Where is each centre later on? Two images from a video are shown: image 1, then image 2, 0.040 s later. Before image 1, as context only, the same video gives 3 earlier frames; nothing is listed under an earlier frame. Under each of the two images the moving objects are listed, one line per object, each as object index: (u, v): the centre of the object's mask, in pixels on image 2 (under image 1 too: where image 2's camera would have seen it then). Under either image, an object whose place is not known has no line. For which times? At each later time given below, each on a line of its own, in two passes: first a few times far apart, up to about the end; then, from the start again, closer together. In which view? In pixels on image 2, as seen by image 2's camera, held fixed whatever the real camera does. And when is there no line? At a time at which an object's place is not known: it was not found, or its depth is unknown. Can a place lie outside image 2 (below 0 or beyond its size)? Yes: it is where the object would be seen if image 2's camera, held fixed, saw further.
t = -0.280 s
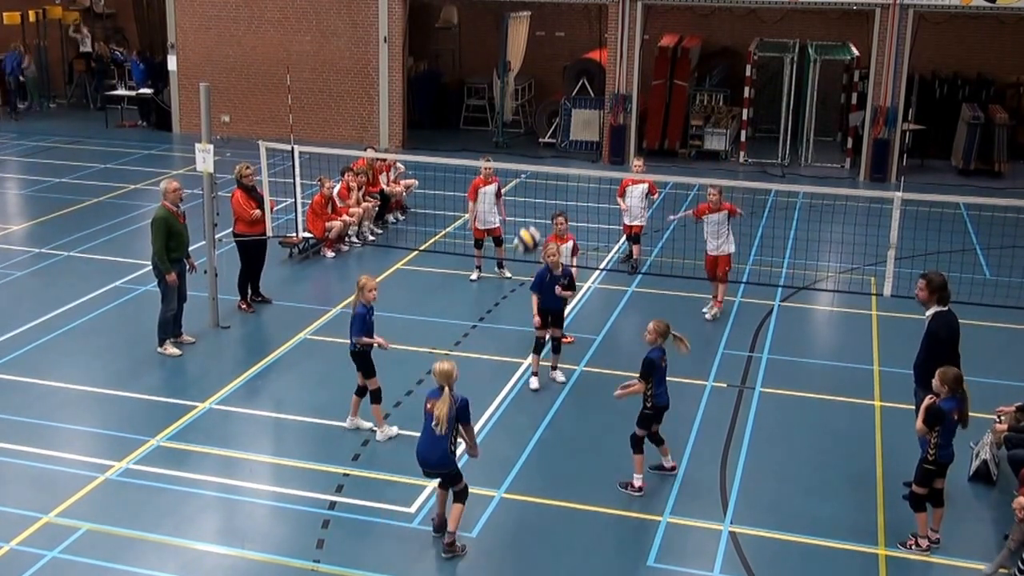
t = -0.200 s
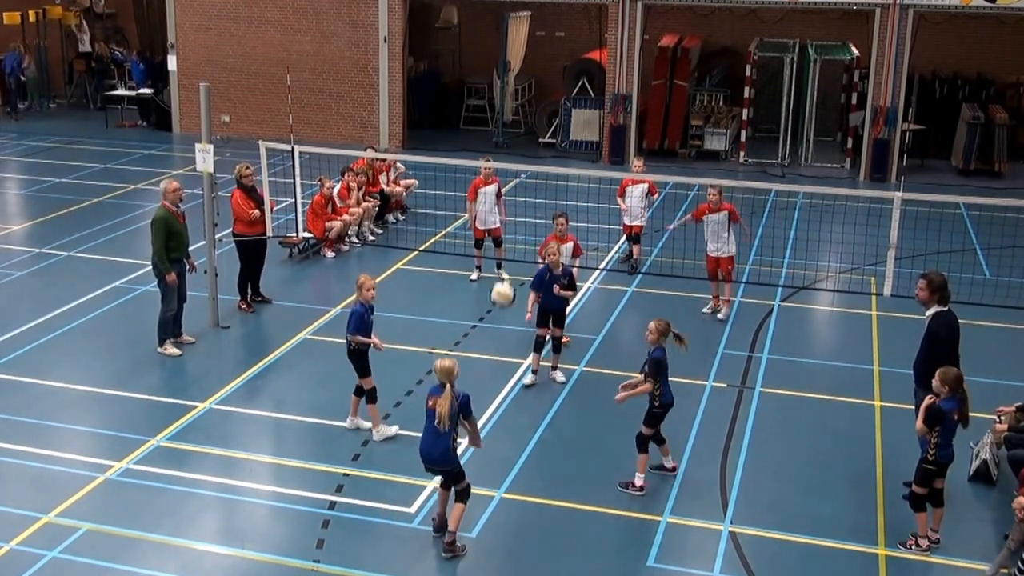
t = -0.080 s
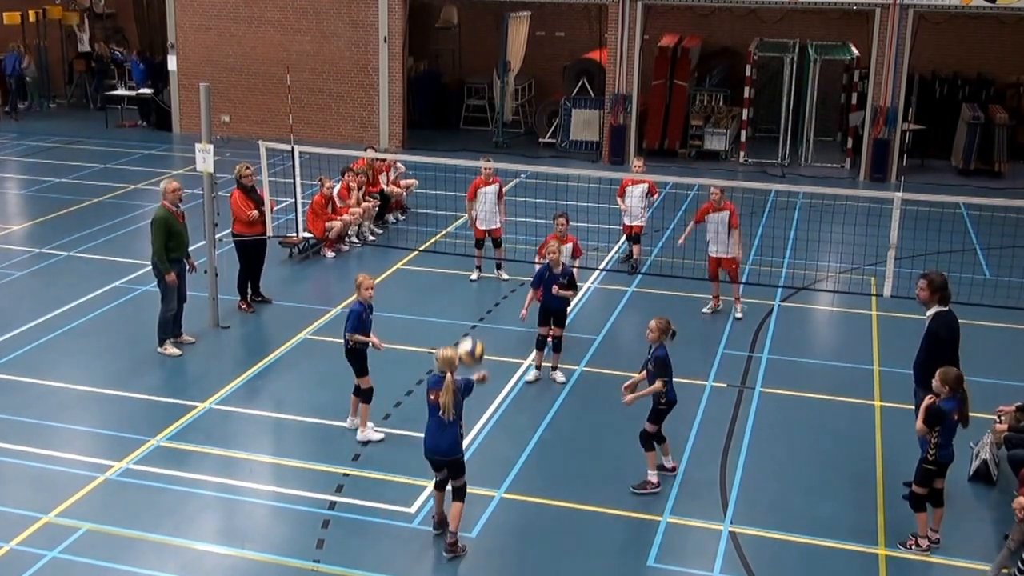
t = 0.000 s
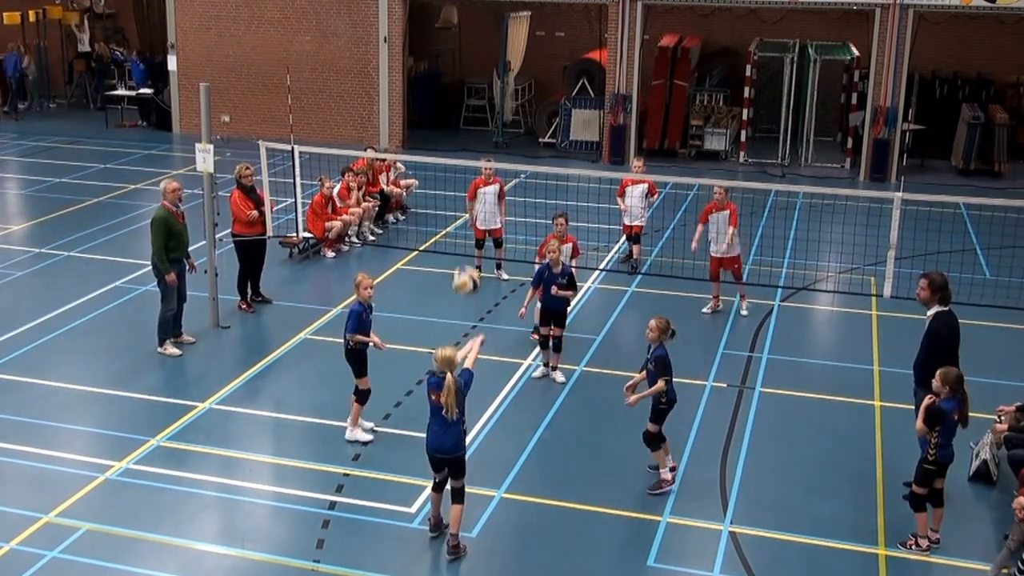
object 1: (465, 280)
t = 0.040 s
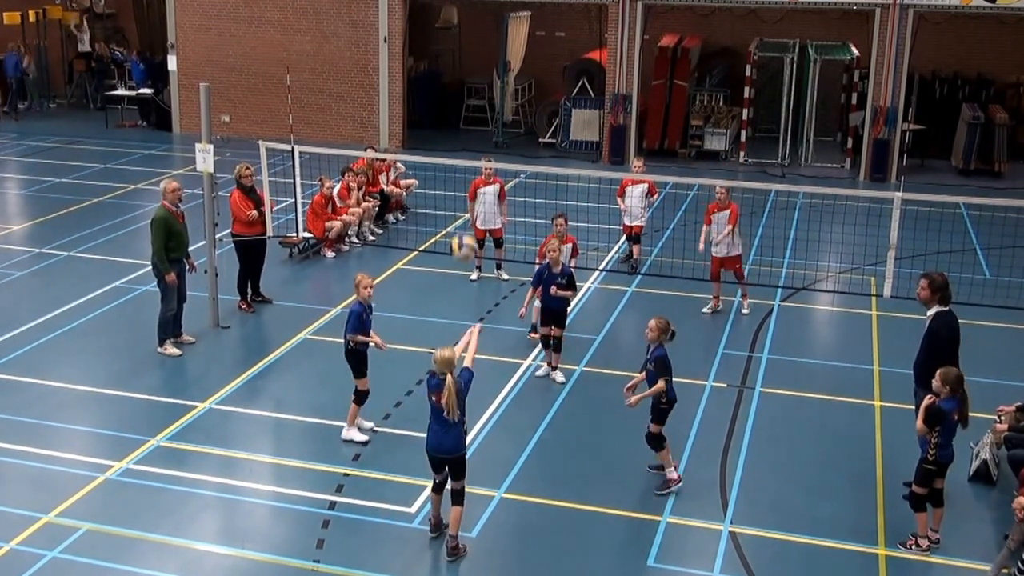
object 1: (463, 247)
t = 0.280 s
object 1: (454, 95)
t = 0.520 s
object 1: (441, 22)
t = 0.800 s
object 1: (426, 34)
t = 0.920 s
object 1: (421, 71)
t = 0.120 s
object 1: (460, 187)
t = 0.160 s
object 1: (459, 161)
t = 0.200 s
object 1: (458, 137)
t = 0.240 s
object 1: (456, 115)
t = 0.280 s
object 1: (454, 95)
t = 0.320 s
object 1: (452, 77)
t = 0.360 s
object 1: (450, 61)
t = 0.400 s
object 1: (447, 47)
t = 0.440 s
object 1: (445, 36)
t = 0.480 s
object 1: (443, 28)
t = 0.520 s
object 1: (441, 22)
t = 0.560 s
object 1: (440, 18)
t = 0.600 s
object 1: (438, 15)
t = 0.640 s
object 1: (436, 15)
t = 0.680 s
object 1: (433, 17)
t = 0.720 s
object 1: (431, 21)
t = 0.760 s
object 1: (429, 27)
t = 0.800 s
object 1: (426, 34)
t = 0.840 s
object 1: (424, 44)
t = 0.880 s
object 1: (422, 57)
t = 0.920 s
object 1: (421, 71)
